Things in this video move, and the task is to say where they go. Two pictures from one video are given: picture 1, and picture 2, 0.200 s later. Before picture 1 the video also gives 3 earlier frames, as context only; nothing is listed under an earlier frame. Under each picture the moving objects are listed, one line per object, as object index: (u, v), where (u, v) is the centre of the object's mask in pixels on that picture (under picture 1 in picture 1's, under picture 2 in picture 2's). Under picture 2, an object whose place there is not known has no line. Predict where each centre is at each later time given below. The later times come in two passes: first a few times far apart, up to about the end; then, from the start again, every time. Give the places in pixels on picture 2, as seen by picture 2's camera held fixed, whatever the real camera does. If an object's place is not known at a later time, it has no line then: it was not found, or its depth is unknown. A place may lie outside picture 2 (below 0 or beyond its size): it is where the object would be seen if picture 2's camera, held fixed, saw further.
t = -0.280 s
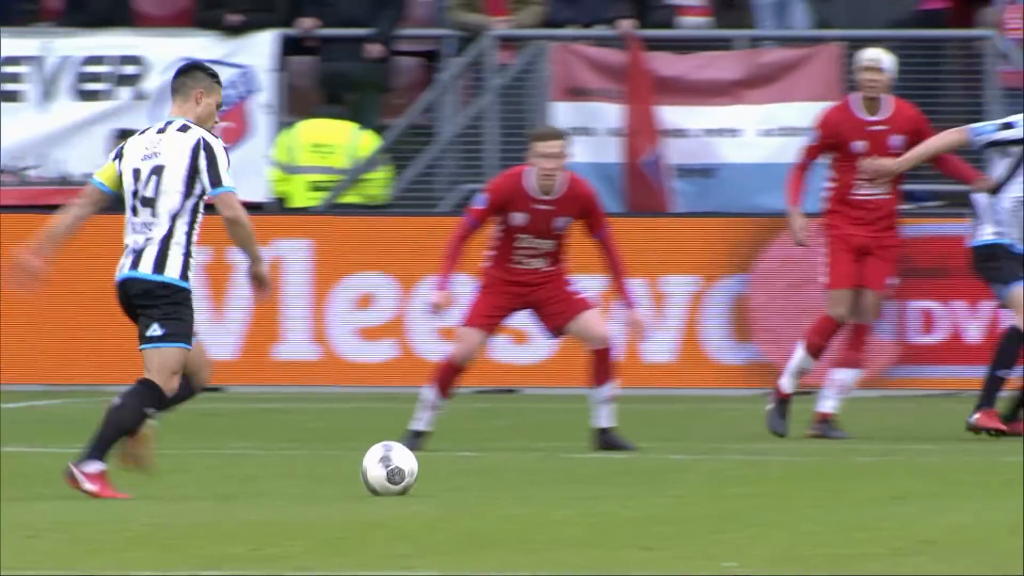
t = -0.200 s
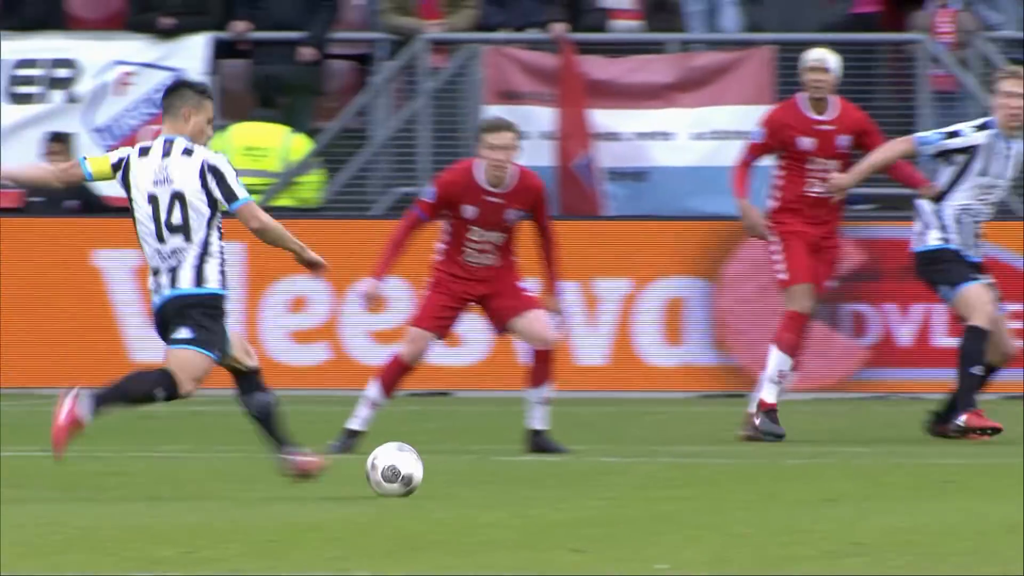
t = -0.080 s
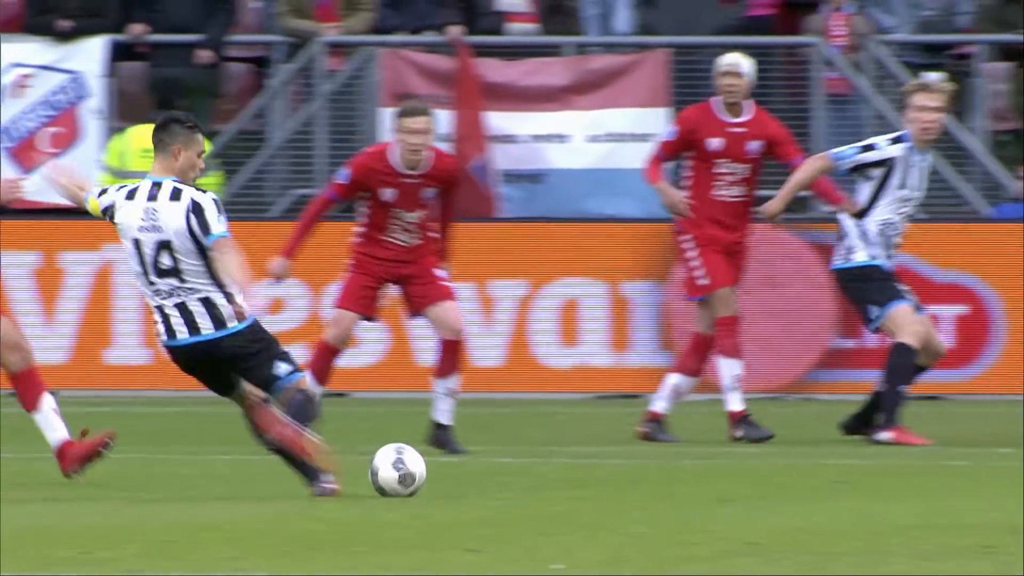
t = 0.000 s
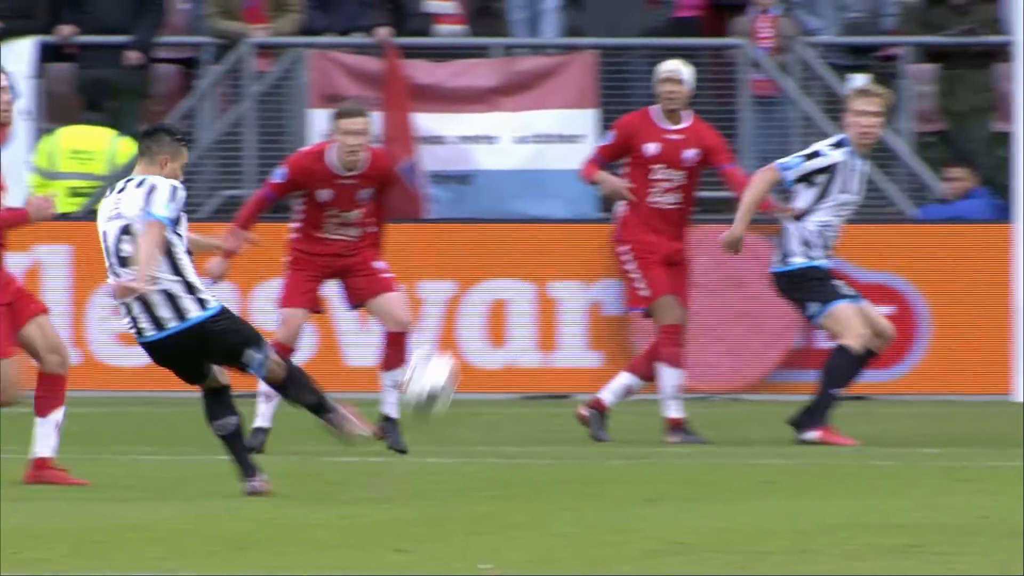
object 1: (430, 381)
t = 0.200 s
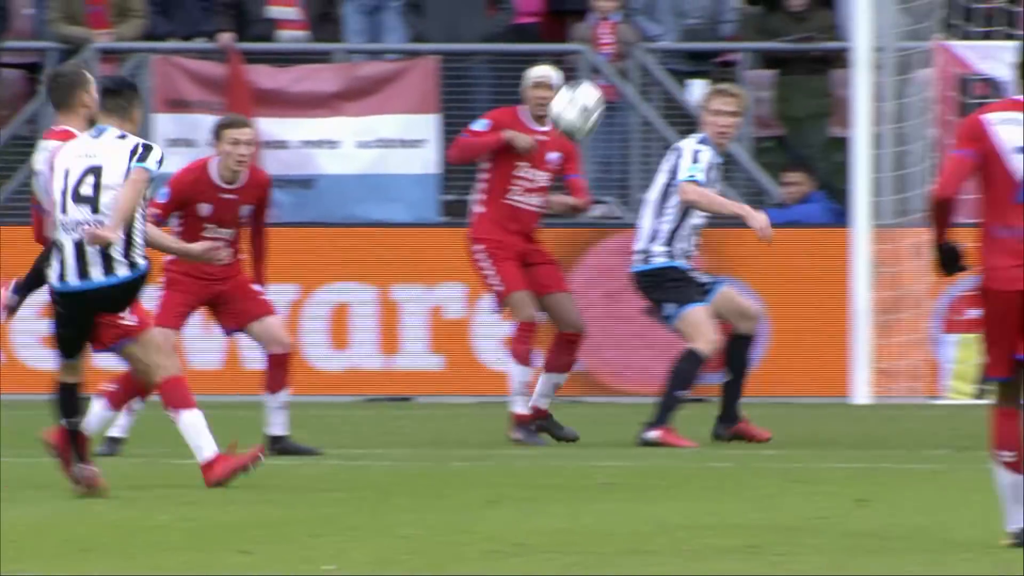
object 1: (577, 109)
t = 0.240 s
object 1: (636, 73)
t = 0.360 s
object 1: (804, 6)
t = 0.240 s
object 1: (636, 73)
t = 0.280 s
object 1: (692, 46)
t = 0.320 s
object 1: (748, 23)
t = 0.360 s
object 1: (804, 6)
